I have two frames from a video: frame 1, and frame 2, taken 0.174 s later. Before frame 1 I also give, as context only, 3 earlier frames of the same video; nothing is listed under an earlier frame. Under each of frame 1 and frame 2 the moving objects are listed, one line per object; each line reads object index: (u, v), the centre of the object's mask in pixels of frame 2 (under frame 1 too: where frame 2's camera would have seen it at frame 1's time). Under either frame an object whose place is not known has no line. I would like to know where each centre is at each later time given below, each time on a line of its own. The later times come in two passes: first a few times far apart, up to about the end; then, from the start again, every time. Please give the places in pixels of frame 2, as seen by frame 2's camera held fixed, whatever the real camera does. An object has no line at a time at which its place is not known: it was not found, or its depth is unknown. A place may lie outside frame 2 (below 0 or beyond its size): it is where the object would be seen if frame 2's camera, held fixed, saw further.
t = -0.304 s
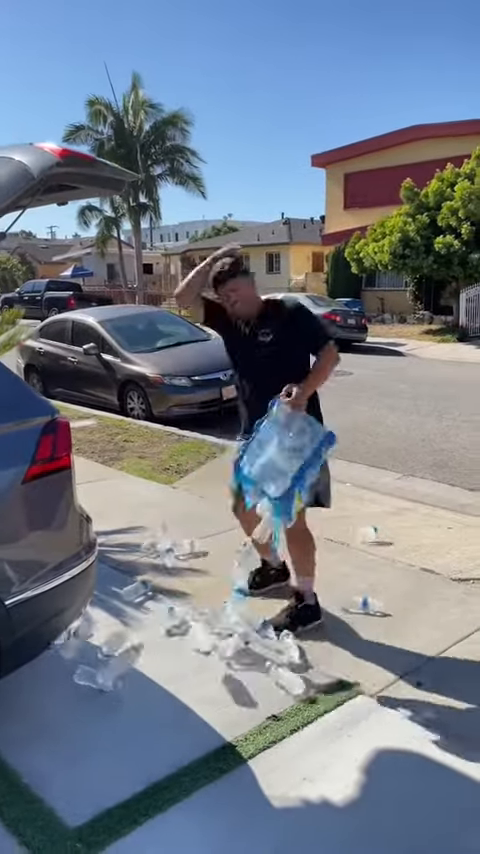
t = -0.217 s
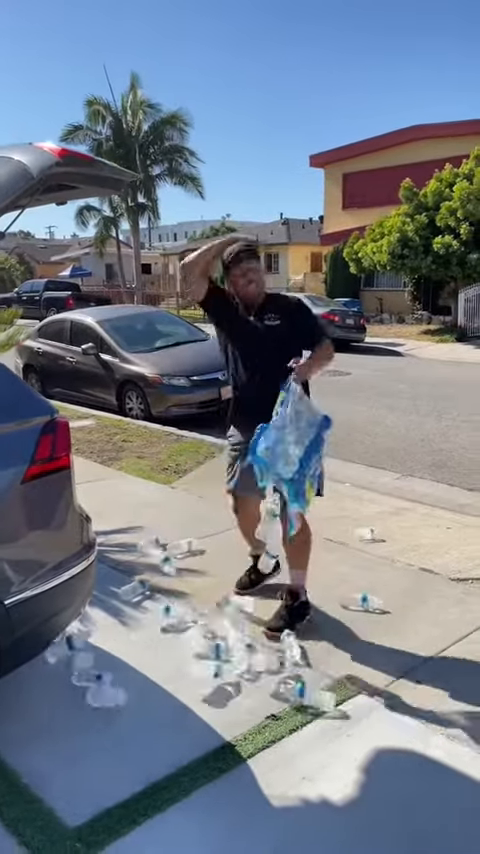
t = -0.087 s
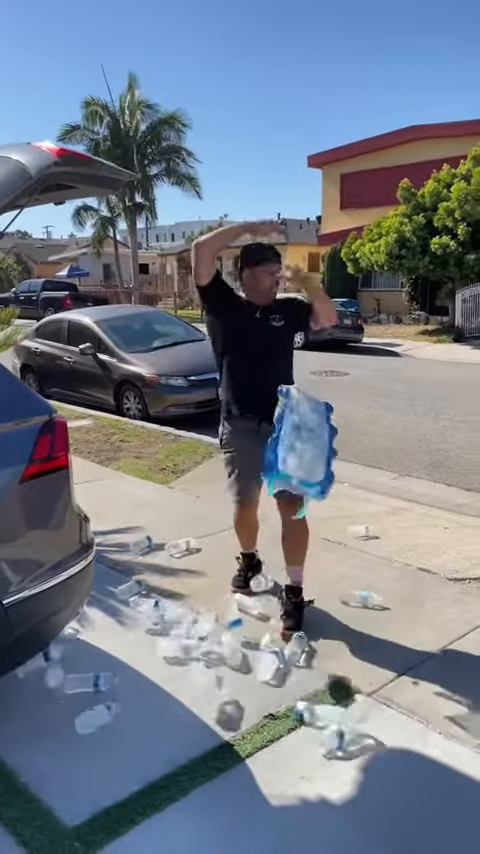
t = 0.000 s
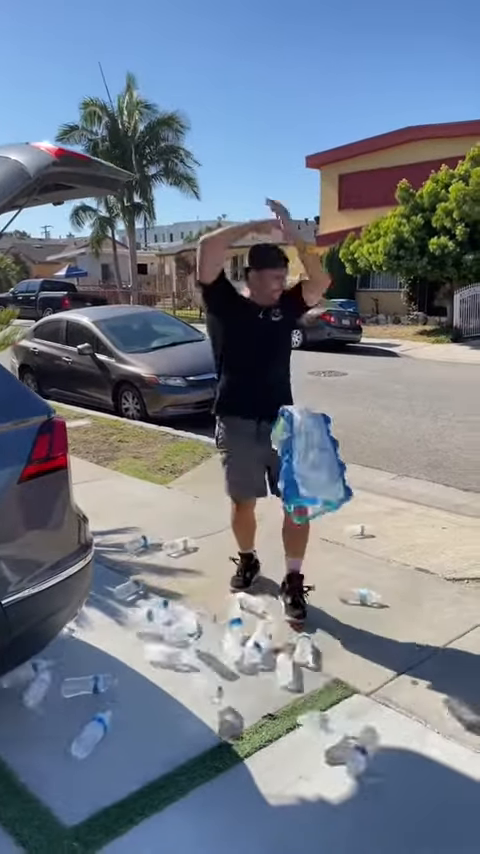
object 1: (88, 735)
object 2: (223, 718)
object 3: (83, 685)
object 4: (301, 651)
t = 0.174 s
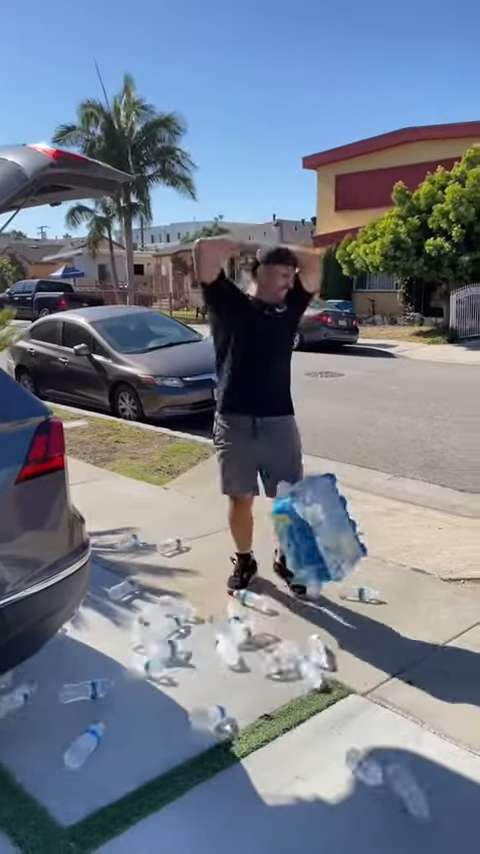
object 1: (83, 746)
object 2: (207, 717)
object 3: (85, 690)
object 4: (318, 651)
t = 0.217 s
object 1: (83, 745)
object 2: (209, 720)
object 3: (84, 692)
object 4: (321, 651)
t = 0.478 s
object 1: (78, 747)
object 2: (223, 734)
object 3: (84, 697)
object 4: (344, 650)
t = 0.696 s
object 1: (73, 746)
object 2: (226, 735)
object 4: (365, 648)
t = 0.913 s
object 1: (78, 748)
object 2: (225, 735)
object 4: (381, 645)
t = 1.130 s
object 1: (80, 748)
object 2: (225, 735)
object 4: (396, 645)
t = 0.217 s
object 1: (83, 745)
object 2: (209, 720)
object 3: (84, 692)
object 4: (321, 651)
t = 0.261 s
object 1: (82, 747)
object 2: (216, 729)
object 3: (83, 692)
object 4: (327, 652)
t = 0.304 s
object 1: (82, 747)
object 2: (217, 734)
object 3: (83, 693)
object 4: (329, 650)
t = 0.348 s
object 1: (81, 747)
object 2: (220, 732)
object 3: (85, 694)
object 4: (333, 650)
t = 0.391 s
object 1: (80, 747)
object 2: (221, 732)
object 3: (84, 695)
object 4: (336, 649)
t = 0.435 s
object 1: (79, 747)
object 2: (222, 735)
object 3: (83, 696)
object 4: (341, 649)
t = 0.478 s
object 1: (78, 747)
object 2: (223, 734)
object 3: (84, 697)
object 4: (344, 650)
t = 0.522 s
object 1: (77, 747)
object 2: (225, 735)
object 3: (82, 700)
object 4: (349, 651)
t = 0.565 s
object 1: (76, 747)
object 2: (225, 735)
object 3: (81, 701)
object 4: (351, 650)
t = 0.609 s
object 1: (74, 747)
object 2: (226, 735)
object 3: (82, 702)
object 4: (355, 649)
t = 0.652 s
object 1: (73, 746)
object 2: (226, 735)
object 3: (83, 702)
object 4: (358, 648)
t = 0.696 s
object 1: (73, 746)
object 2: (226, 735)
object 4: (365, 648)
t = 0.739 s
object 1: (73, 746)
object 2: (226, 735)
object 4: (368, 647)
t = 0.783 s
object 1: (74, 746)
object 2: (226, 735)
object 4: (371, 647)
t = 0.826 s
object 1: (76, 747)
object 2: (225, 735)
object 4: (375, 646)
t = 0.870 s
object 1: (77, 748)
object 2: (225, 735)
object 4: (377, 646)
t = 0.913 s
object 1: (78, 748)
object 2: (225, 735)
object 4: (381, 645)
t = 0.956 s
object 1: (79, 748)
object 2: (225, 735)
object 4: (384, 646)
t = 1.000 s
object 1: (80, 748)
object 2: (225, 735)
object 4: (388, 645)
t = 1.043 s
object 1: (80, 748)
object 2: (225, 735)
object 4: (390, 645)
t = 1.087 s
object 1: (80, 748)
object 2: (225, 735)
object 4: (393, 645)
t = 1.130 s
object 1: (80, 748)
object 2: (225, 735)
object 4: (396, 645)
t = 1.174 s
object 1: (79, 748)
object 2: (225, 735)
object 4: (399, 644)
